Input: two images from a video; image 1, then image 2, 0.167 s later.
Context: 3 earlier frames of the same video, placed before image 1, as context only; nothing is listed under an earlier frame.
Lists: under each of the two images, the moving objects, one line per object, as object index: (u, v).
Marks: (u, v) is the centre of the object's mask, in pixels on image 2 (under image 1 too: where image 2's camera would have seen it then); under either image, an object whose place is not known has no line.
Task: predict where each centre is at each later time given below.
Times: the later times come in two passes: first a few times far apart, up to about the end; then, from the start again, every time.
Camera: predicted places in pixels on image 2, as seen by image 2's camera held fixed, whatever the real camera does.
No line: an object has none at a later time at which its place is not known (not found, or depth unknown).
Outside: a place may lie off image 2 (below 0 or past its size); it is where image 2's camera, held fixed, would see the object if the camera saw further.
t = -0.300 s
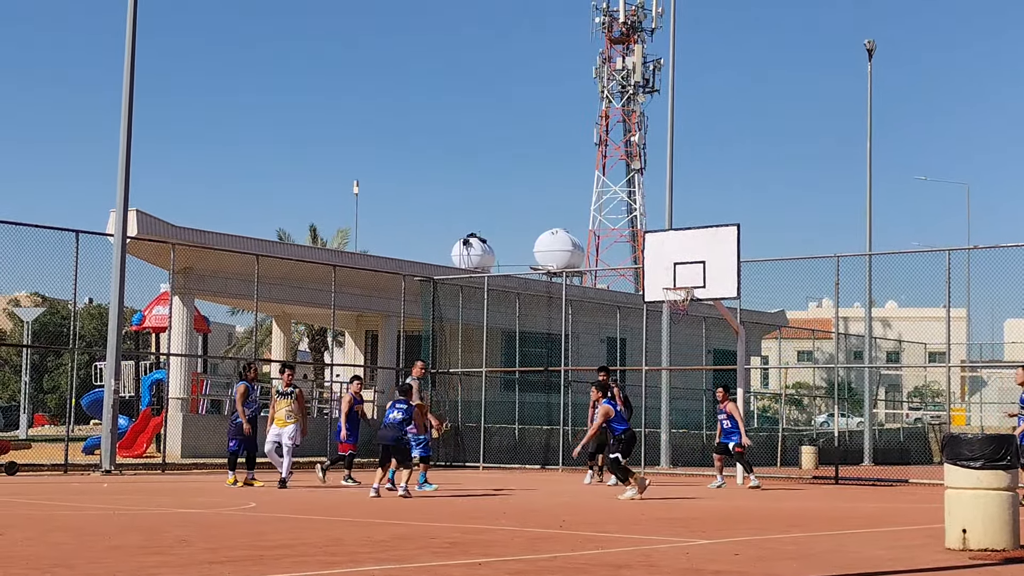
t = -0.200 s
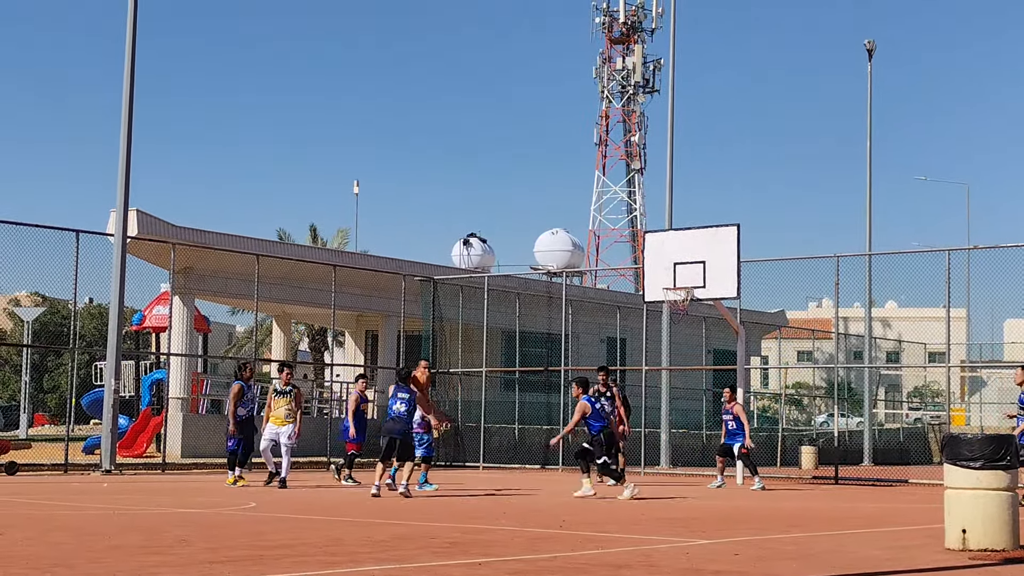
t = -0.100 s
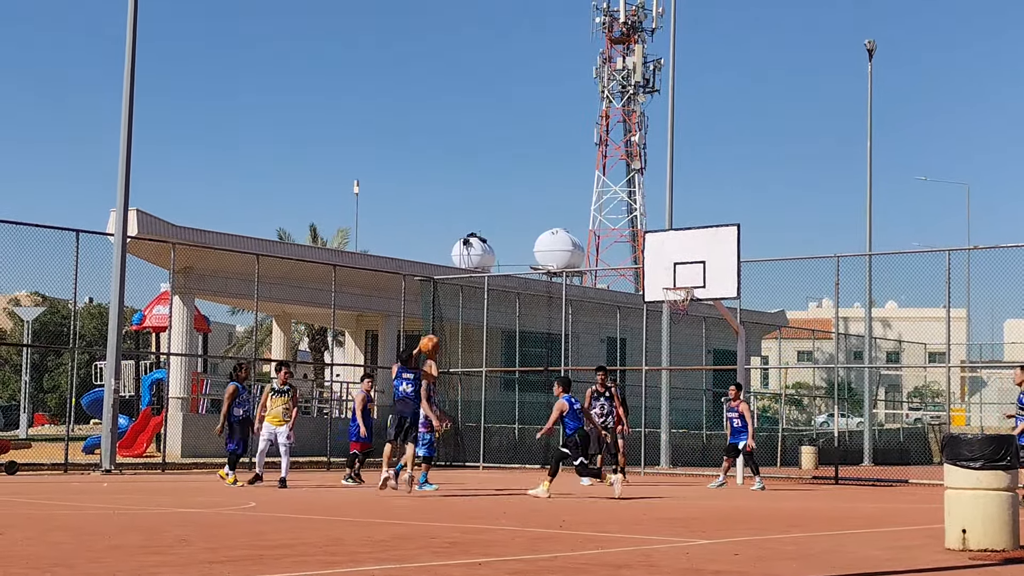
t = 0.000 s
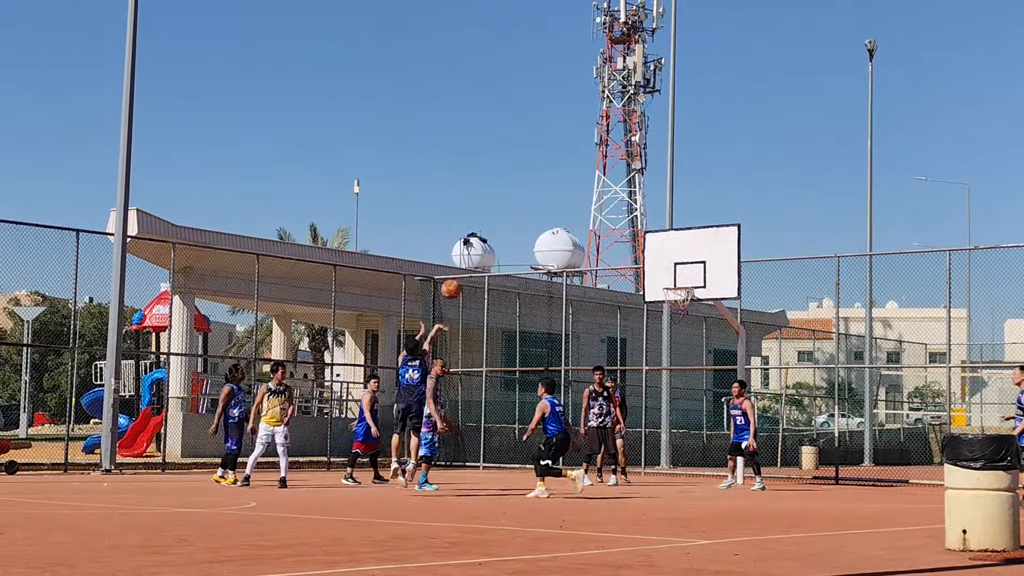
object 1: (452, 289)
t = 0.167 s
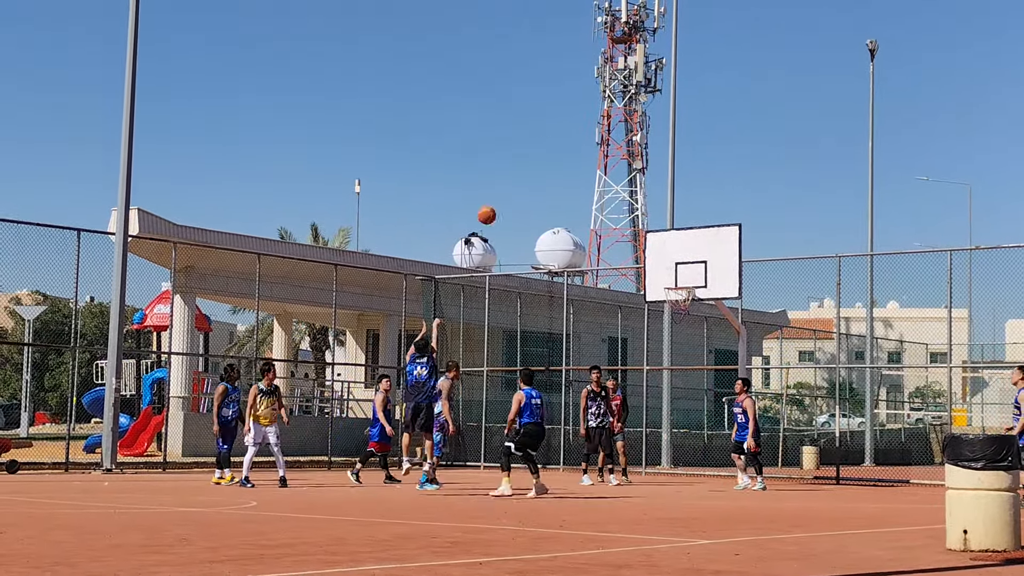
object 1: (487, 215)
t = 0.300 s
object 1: (512, 175)
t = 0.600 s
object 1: (564, 137)
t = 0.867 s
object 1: (603, 156)
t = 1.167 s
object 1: (643, 227)
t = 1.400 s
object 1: (655, 268)
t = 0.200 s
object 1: (493, 204)
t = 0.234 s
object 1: (499, 193)
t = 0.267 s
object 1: (506, 184)
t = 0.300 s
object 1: (512, 175)
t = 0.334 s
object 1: (519, 167)
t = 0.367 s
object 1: (524, 160)
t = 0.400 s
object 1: (530, 155)
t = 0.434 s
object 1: (536, 150)
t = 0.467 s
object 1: (542, 146)
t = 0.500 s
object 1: (548, 142)
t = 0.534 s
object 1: (553, 140)
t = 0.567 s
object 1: (558, 138)
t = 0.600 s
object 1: (564, 137)
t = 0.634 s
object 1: (569, 136)
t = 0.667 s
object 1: (574, 137)
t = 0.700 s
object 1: (579, 138)
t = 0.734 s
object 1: (584, 140)
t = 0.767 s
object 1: (589, 143)
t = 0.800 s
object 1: (593, 147)
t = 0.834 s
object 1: (599, 151)
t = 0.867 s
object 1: (603, 156)
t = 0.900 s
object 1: (608, 161)
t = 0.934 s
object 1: (612, 167)
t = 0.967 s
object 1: (617, 173)
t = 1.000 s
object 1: (622, 181)
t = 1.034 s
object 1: (626, 189)
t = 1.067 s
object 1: (630, 198)
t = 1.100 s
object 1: (634, 206)
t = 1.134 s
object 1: (639, 217)
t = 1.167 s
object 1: (643, 227)
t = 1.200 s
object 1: (647, 237)
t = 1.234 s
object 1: (651, 249)
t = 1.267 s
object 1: (655, 261)
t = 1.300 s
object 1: (659, 274)
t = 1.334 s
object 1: (661, 282)
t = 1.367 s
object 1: (658, 275)
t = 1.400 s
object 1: (655, 268)
